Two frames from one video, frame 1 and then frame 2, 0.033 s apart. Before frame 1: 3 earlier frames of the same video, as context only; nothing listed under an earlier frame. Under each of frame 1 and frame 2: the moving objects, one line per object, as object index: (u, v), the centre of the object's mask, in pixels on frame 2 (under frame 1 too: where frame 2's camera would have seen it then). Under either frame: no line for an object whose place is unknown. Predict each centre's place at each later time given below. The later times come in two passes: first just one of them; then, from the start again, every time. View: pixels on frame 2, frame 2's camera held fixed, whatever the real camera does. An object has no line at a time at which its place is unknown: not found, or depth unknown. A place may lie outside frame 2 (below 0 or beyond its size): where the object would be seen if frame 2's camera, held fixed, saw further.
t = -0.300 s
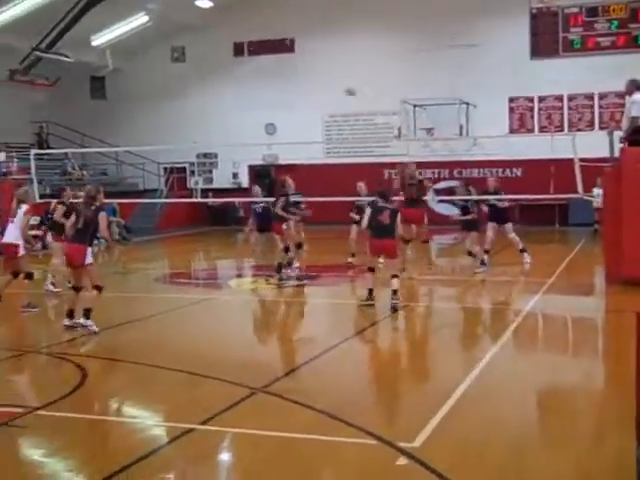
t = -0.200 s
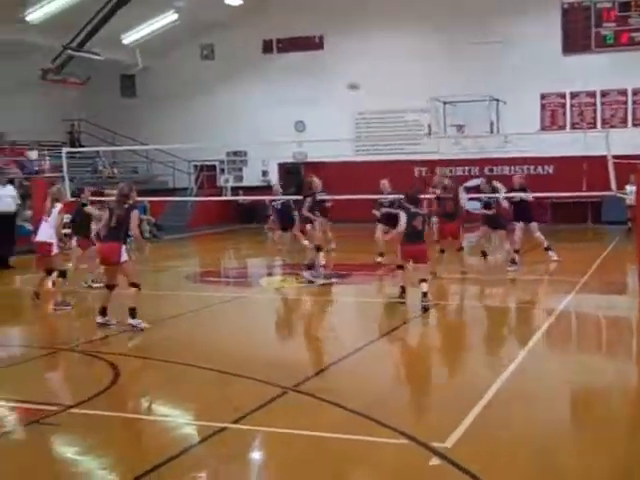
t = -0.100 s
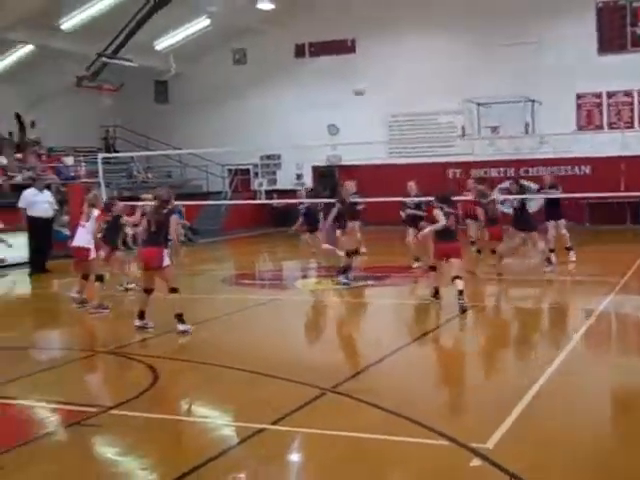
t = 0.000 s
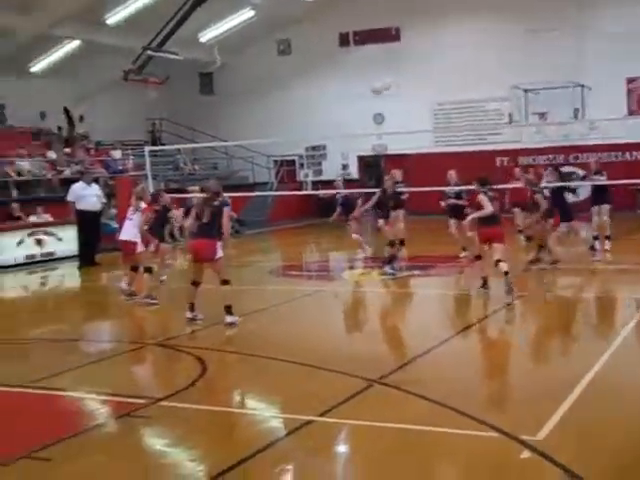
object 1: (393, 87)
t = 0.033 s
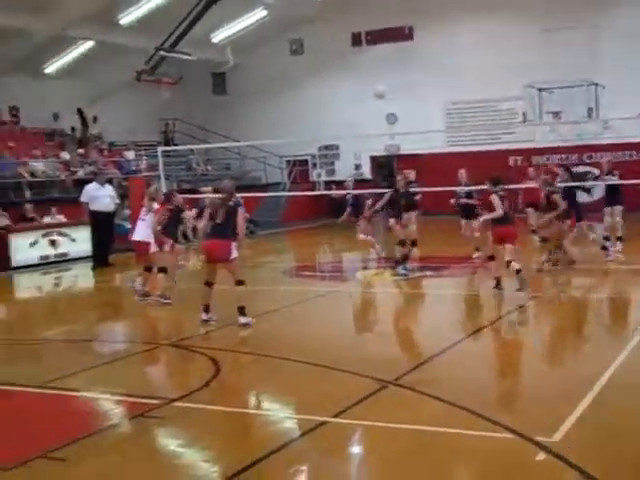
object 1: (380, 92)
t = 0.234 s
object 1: (327, 139)
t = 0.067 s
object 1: (374, 100)
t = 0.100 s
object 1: (367, 106)
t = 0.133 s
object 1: (355, 111)
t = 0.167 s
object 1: (347, 122)
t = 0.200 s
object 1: (337, 131)
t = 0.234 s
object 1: (327, 139)
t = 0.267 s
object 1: (320, 147)
